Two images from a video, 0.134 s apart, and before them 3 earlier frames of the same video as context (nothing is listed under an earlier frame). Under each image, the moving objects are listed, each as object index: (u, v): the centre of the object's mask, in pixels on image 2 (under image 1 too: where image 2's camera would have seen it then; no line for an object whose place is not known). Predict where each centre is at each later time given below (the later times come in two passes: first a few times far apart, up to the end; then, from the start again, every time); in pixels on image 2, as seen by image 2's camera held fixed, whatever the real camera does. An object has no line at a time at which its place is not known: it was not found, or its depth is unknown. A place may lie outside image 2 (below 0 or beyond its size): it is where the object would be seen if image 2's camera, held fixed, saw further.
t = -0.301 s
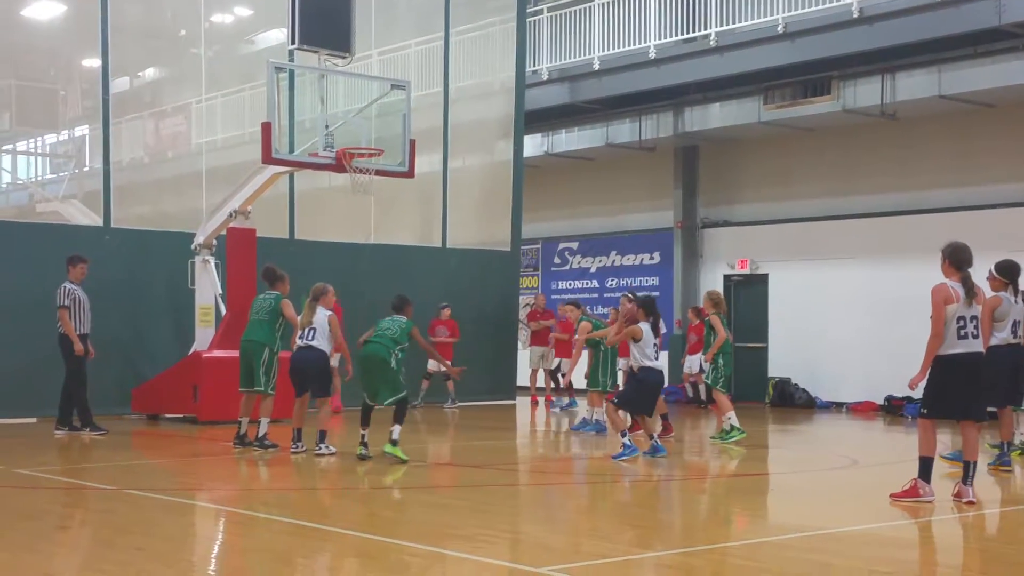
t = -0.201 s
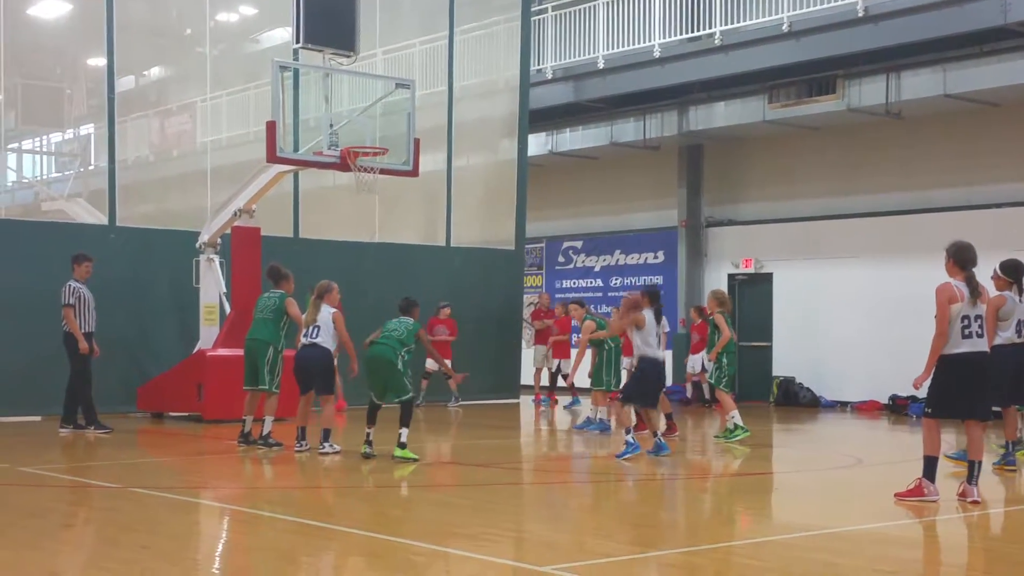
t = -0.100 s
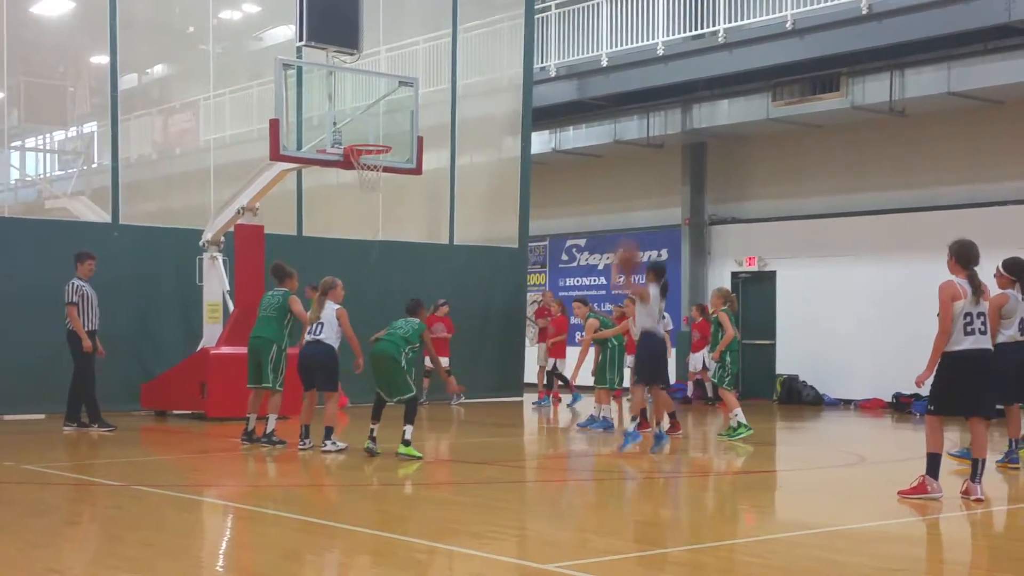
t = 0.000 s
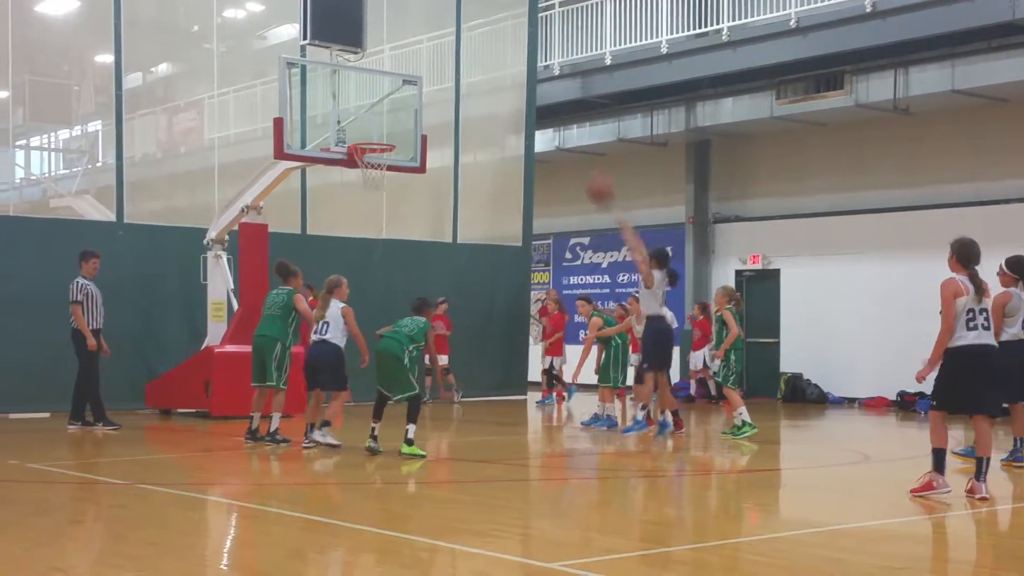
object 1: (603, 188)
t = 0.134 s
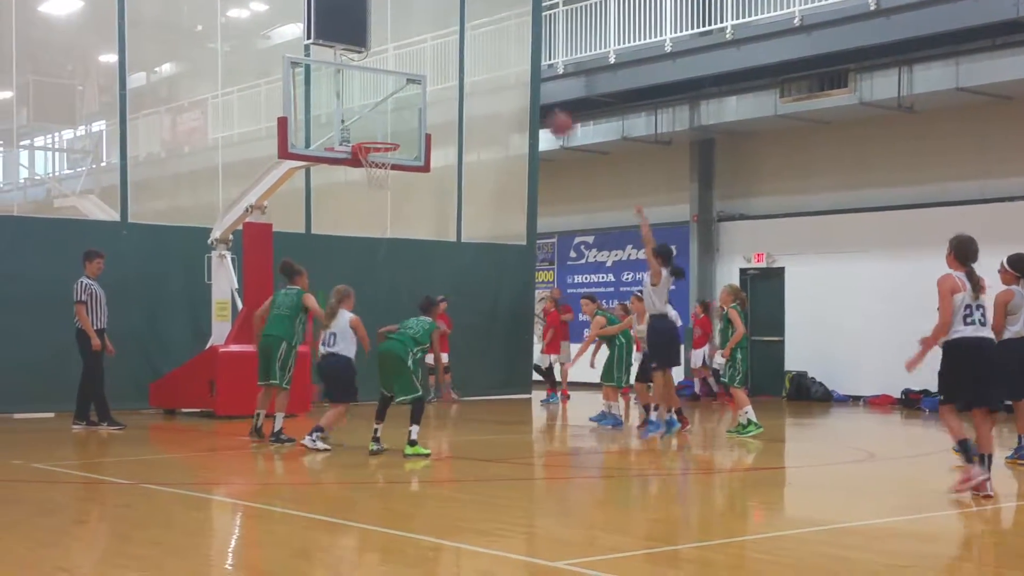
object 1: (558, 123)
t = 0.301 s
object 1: (512, 76)
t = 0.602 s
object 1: (433, 60)
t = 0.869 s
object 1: (370, 118)
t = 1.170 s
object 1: (378, 107)
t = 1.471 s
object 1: (420, 130)
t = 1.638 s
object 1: (443, 177)
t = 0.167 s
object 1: (552, 114)
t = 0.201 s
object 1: (543, 102)
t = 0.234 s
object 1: (531, 92)
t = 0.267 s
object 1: (520, 82)
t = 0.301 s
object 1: (512, 76)
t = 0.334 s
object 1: (502, 70)
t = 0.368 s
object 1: (493, 64)
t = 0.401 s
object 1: (484, 60)
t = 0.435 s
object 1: (476, 57)
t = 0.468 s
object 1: (467, 56)
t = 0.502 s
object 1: (458, 55)
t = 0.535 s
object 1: (449, 56)
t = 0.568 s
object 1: (442, 58)
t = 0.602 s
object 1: (433, 60)
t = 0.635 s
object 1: (425, 63)
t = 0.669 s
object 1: (416, 68)
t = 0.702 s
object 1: (408, 74)
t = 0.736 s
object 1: (400, 82)
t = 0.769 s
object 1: (393, 89)
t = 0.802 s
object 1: (386, 97)
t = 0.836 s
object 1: (378, 107)
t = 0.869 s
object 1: (370, 118)
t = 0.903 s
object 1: (363, 129)
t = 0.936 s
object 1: (360, 133)
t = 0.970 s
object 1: (362, 127)
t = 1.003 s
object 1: (364, 123)
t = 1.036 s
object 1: (366, 118)
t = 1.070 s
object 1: (367, 115)
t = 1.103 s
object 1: (369, 112)
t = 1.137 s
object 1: (374, 109)
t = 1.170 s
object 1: (378, 107)
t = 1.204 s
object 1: (384, 106)
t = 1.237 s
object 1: (388, 105)
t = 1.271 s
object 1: (393, 106)
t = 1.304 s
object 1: (397, 107)
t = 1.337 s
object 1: (402, 110)
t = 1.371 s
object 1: (406, 113)
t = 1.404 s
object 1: (411, 118)
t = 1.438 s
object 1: (415, 123)
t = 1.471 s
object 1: (420, 130)
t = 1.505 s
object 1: (425, 137)
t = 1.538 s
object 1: (429, 144)
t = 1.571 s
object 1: (437, 155)
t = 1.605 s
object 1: (439, 167)
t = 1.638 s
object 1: (443, 177)
